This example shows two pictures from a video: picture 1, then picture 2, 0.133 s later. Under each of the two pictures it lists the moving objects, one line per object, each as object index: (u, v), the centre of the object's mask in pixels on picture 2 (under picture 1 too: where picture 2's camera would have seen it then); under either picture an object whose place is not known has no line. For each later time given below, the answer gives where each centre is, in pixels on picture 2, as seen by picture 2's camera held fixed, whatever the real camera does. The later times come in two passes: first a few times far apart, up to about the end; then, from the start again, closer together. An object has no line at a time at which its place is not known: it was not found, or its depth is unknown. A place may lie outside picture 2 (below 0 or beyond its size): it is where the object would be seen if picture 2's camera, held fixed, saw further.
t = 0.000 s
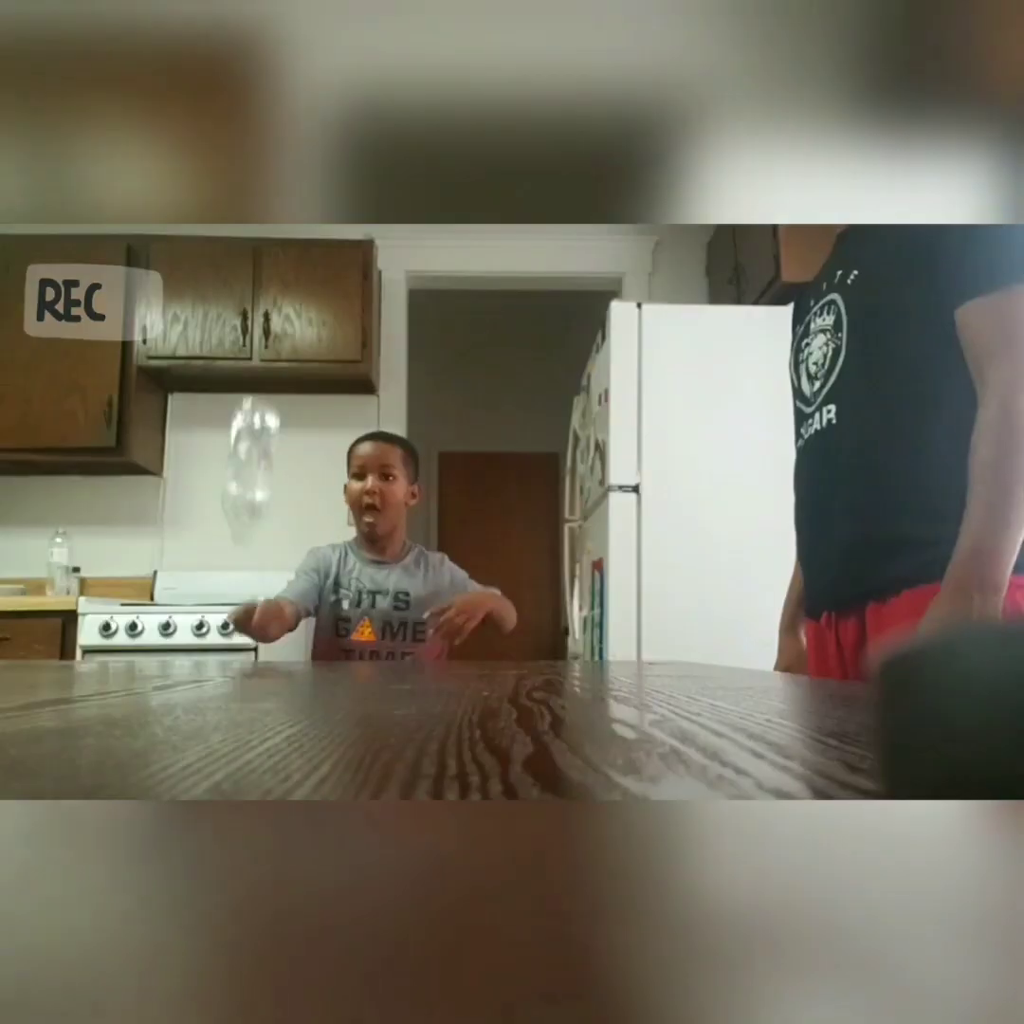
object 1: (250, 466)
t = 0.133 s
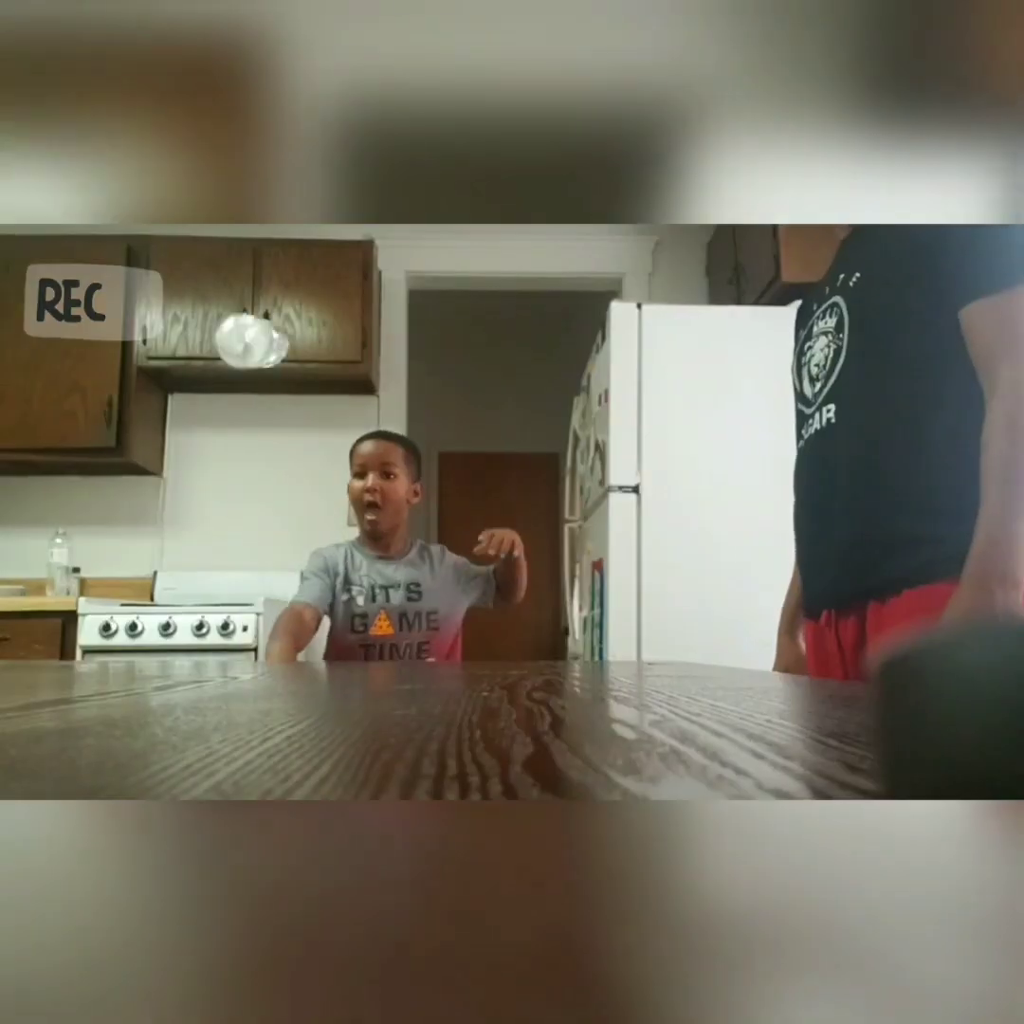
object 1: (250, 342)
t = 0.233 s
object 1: (247, 333)
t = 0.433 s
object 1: (233, 576)
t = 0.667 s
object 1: (238, 567)
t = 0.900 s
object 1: (240, 565)
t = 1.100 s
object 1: (240, 565)
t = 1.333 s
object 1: (240, 565)
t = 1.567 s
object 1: (240, 565)
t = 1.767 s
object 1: (240, 565)
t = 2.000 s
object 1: (240, 565)
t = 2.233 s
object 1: (240, 566)
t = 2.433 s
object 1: (240, 566)
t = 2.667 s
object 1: (240, 566)
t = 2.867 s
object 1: (240, 566)
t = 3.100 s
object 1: (240, 565)
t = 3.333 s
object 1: (240, 565)
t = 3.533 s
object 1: (240, 565)
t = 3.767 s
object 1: (240, 566)
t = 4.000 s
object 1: (240, 566)
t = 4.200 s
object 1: (240, 567)
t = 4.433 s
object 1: (240, 566)
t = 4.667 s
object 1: (240, 566)
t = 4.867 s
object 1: (240, 566)
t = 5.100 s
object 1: (240, 566)
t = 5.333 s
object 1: (240, 565)
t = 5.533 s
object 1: (240, 566)
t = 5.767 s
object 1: (240, 566)
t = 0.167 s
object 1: (249, 331)
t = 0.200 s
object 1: (248, 328)
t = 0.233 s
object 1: (247, 333)
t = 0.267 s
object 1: (246, 348)
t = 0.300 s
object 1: (244, 372)
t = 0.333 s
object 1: (242, 407)
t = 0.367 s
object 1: (240, 454)
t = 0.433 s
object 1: (233, 576)
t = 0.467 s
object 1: (233, 573)
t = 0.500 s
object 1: (236, 570)
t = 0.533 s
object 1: (236, 570)
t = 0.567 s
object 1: (237, 568)
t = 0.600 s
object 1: (237, 567)
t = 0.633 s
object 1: (237, 567)
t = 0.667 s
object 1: (238, 567)
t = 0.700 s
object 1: (238, 566)
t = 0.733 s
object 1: (239, 565)
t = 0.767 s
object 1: (239, 564)
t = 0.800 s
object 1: (239, 564)
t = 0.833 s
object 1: (239, 564)
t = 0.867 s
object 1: (240, 564)
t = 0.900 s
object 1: (240, 565)
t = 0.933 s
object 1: (240, 565)
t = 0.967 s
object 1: (240, 565)
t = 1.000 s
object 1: (240, 565)
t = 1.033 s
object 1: (240, 565)
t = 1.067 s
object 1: (240, 565)
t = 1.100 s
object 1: (240, 565)
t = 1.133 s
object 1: (240, 565)
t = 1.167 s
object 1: (240, 565)
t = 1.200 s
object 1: (240, 565)
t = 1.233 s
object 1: (240, 565)
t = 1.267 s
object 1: (240, 565)
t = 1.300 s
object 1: (240, 565)
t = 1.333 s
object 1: (240, 565)
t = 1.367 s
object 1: (240, 565)
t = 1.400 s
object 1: (240, 565)
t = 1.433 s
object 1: (240, 565)
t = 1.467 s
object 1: (240, 565)
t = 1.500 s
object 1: (240, 565)
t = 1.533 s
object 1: (240, 565)
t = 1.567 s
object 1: (240, 565)
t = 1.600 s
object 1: (240, 565)
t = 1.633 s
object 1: (240, 566)
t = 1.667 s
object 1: (240, 565)
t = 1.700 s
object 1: (240, 565)
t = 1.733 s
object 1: (240, 565)
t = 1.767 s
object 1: (240, 565)
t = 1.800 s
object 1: (240, 565)
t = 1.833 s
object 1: (240, 565)
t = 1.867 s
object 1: (240, 565)
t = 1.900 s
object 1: (240, 565)
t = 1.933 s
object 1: (240, 565)
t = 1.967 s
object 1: (240, 565)
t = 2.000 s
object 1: (240, 565)
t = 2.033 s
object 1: (240, 565)
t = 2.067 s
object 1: (240, 565)
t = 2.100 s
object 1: (240, 565)
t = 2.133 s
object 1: (240, 566)
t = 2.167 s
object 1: (240, 566)
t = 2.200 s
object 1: (240, 566)
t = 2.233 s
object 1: (240, 566)
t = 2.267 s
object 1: (240, 566)
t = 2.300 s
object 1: (240, 566)
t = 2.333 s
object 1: (240, 566)
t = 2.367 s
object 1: (240, 565)
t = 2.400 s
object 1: (240, 565)
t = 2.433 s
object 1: (240, 566)
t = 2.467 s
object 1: (240, 565)
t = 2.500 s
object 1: (240, 566)
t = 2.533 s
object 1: (240, 565)
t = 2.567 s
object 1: (240, 566)
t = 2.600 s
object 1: (240, 566)
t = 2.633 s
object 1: (240, 566)
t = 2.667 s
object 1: (240, 566)
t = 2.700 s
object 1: (240, 566)
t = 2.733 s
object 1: (240, 566)
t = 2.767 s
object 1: (240, 566)
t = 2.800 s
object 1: (240, 566)
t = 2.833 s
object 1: (240, 566)
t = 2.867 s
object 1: (240, 566)
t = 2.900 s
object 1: (240, 566)
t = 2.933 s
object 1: (239, 565)
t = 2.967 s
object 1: (239, 565)
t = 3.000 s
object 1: (240, 565)
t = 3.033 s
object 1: (240, 565)
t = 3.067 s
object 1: (240, 566)
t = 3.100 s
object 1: (240, 565)
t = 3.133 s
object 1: (240, 565)
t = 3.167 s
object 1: (240, 565)
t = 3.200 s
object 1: (240, 565)
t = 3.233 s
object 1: (240, 566)
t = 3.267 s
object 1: (240, 565)
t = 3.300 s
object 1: (240, 565)
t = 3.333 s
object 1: (240, 565)
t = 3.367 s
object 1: (240, 565)
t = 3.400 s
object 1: (240, 565)
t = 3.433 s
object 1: (240, 565)
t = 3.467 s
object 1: (240, 565)
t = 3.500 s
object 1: (240, 565)
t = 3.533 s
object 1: (240, 565)
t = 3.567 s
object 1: (240, 565)
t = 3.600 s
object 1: (240, 565)
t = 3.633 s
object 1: (240, 566)
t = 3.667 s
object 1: (240, 566)
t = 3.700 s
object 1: (240, 566)
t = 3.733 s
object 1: (240, 566)
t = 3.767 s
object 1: (240, 566)
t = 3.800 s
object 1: (240, 566)
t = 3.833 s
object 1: (240, 566)
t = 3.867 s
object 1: (240, 566)
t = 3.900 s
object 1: (240, 566)
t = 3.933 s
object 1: (240, 566)
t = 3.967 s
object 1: (240, 566)
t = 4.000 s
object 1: (240, 566)
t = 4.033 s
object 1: (240, 567)
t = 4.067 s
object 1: (240, 566)
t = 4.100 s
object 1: (240, 566)
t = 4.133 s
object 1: (240, 567)
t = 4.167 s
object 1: (240, 567)
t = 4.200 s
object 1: (240, 567)
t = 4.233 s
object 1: (240, 567)
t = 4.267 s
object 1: (240, 566)
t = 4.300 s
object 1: (240, 566)
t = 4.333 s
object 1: (240, 566)
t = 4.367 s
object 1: (240, 566)
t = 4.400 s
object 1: (240, 566)
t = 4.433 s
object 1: (240, 566)
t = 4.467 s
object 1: (240, 566)
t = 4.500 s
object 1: (240, 566)
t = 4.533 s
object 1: (240, 566)
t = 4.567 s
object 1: (240, 566)
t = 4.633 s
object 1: (240, 566)
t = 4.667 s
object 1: (240, 566)
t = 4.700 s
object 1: (240, 567)
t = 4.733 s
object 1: (240, 567)
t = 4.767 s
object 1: (240, 566)
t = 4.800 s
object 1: (240, 566)
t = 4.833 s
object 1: (240, 566)
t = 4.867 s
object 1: (240, 566)
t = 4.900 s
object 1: (240, 566)
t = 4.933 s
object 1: (240, 566)
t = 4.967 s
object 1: (240, 566)
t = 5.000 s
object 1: (240, 565)
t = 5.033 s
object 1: (240, 566)
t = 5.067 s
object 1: (240, 566)
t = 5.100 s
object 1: (240, 566)
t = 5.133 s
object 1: (240, 566)
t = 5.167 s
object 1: (240, 566)
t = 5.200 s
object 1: (240, 566)
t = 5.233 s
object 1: (240, 566)
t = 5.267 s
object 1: (240, 566)
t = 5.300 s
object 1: (240, 566)
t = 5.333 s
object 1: (240, 565)
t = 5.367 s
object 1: (240, 566)
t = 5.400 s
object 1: (240, 566)
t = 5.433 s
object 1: (240, 566)
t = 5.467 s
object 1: (240, 566)
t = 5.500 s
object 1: (240, 566)
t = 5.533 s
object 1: (240, 566)
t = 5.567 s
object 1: (240, 566)
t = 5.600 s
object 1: (240, 566)
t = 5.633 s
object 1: (240, 566)
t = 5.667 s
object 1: (240, 566)
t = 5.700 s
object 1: (240, 566)
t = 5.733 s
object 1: (240, 566)
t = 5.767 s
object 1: (240, 566)
